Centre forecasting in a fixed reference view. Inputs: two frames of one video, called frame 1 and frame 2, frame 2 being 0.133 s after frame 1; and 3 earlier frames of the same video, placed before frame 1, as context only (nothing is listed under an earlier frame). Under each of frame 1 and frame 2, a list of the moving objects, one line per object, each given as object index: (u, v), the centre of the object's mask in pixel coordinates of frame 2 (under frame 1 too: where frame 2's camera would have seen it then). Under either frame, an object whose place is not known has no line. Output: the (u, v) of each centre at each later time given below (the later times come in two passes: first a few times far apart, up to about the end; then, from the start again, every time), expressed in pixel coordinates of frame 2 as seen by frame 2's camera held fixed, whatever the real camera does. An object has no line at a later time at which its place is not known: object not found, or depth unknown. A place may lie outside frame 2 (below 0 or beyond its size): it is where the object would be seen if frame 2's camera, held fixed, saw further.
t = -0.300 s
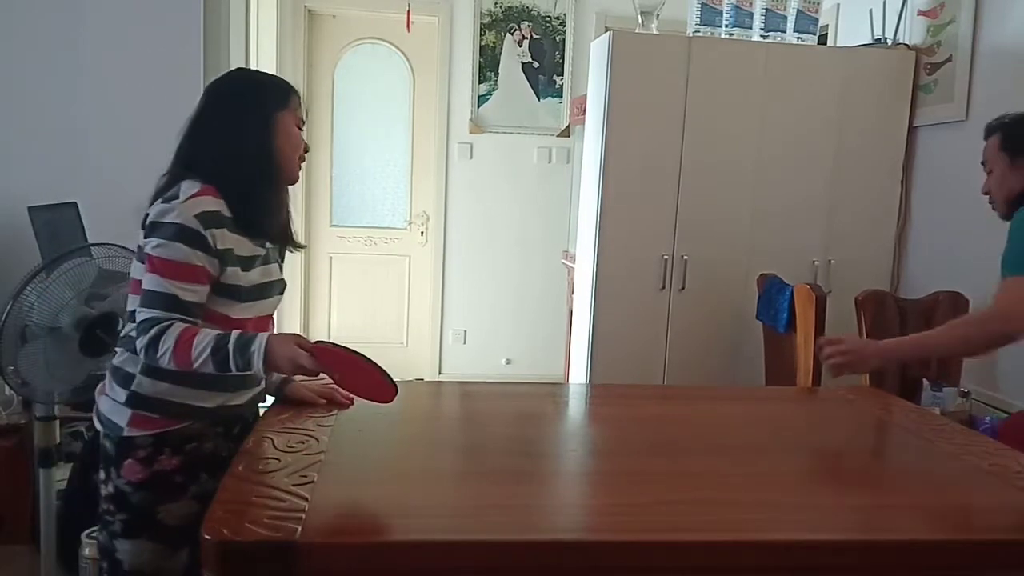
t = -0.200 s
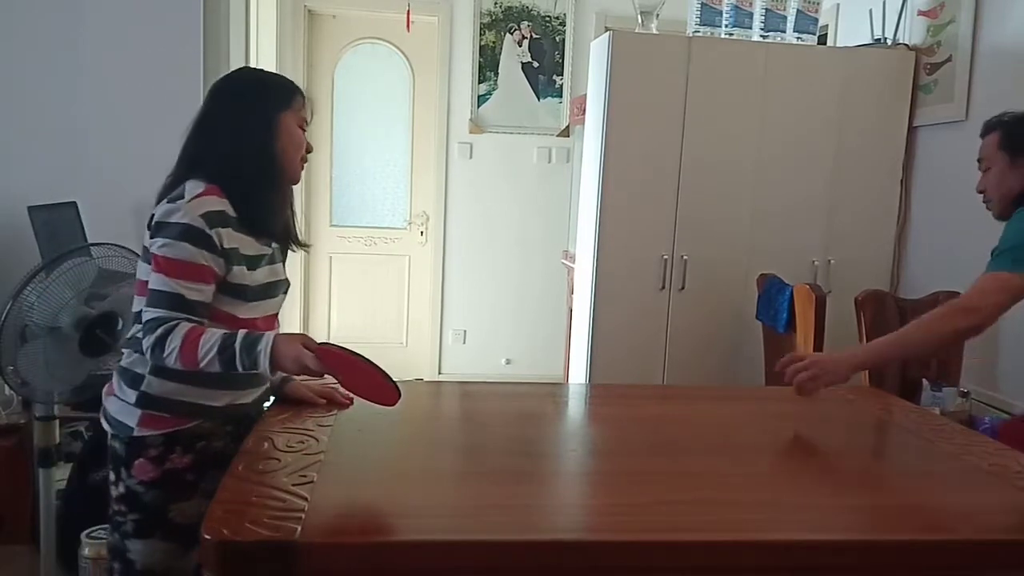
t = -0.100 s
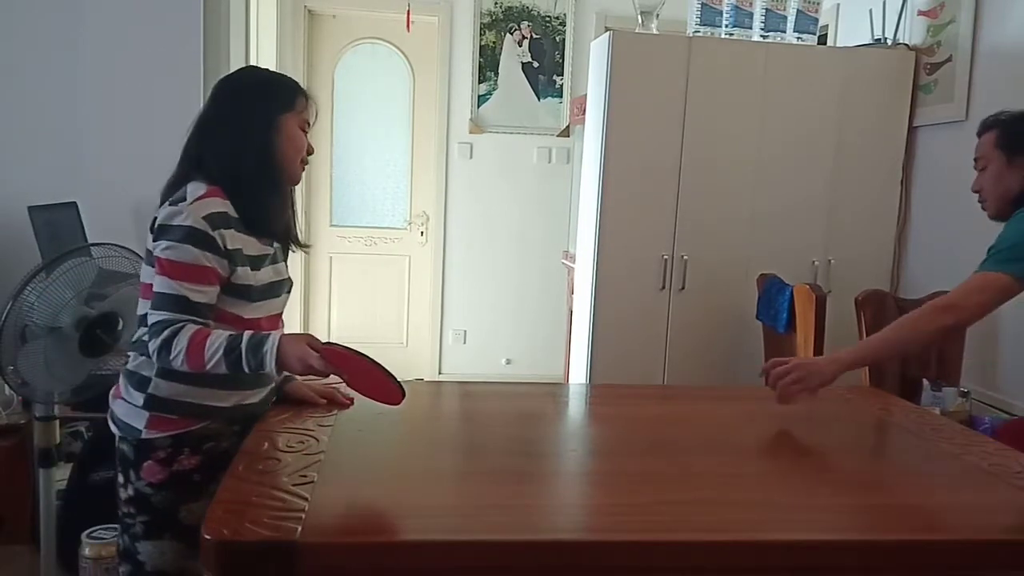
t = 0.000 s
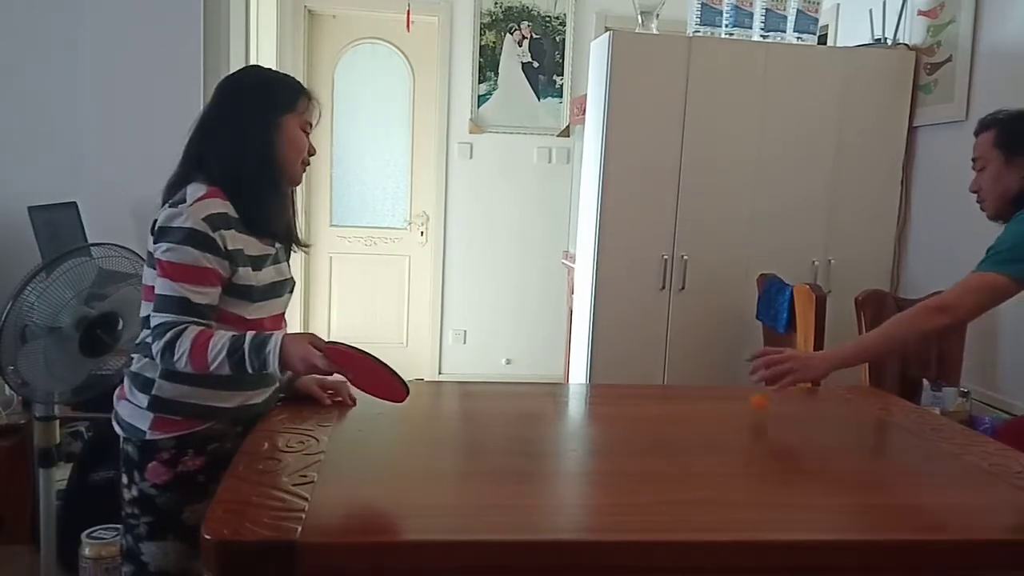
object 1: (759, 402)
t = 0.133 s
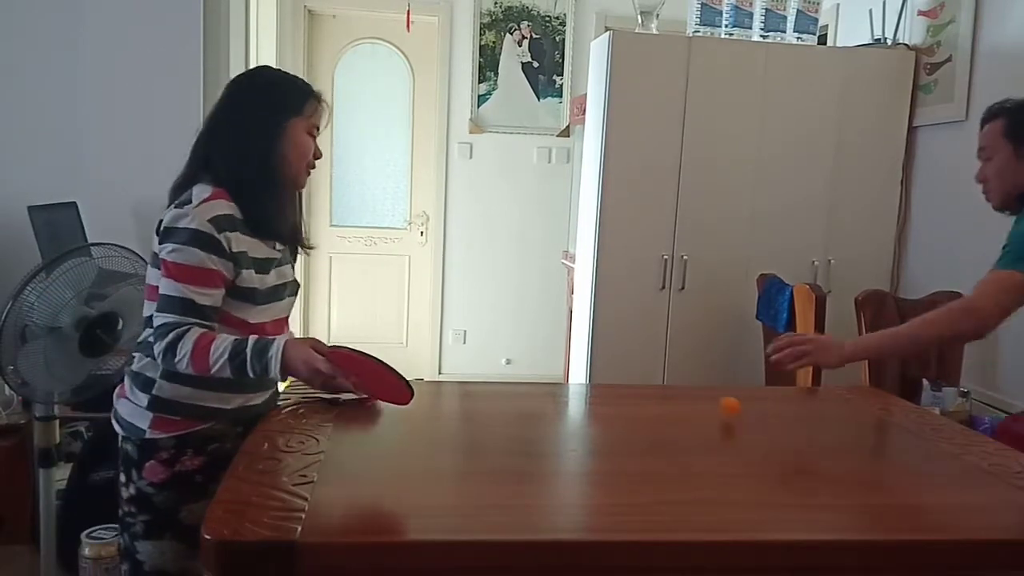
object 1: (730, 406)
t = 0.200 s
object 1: (717, 402)
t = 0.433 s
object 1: (664, 406)
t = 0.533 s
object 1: (642, 409)
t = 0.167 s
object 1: (723, 402)
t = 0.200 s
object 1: (717, 402)
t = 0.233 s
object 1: (707, 407)
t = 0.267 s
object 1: (701, 408)
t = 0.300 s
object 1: (693, 402)
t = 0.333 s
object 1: (686, 403)
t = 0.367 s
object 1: (679, 407)
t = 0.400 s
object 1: (673, 409)
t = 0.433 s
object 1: (664, 406)
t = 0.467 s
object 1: (656, 405)
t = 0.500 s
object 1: (650, 410)
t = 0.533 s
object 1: (642, 409)
